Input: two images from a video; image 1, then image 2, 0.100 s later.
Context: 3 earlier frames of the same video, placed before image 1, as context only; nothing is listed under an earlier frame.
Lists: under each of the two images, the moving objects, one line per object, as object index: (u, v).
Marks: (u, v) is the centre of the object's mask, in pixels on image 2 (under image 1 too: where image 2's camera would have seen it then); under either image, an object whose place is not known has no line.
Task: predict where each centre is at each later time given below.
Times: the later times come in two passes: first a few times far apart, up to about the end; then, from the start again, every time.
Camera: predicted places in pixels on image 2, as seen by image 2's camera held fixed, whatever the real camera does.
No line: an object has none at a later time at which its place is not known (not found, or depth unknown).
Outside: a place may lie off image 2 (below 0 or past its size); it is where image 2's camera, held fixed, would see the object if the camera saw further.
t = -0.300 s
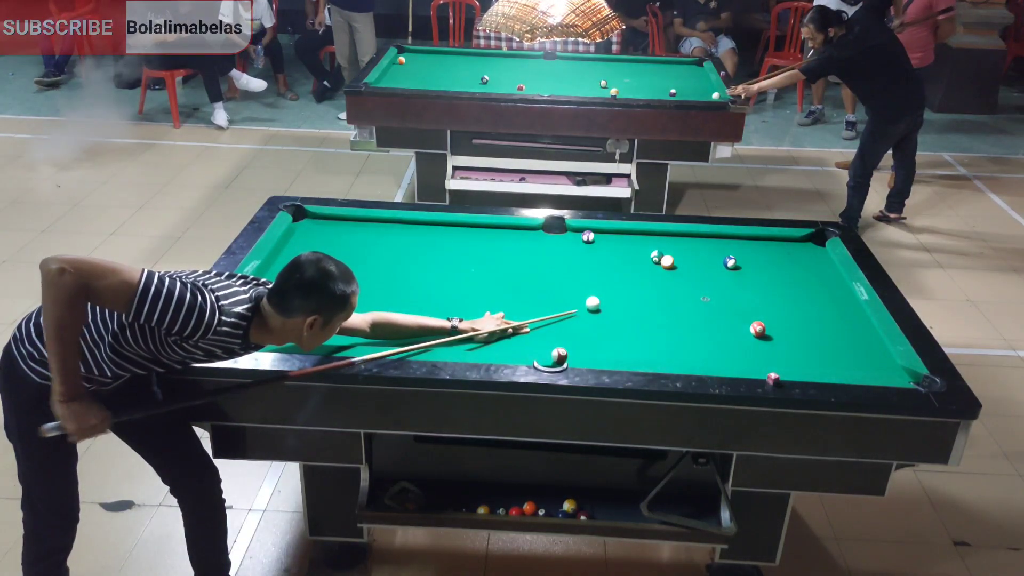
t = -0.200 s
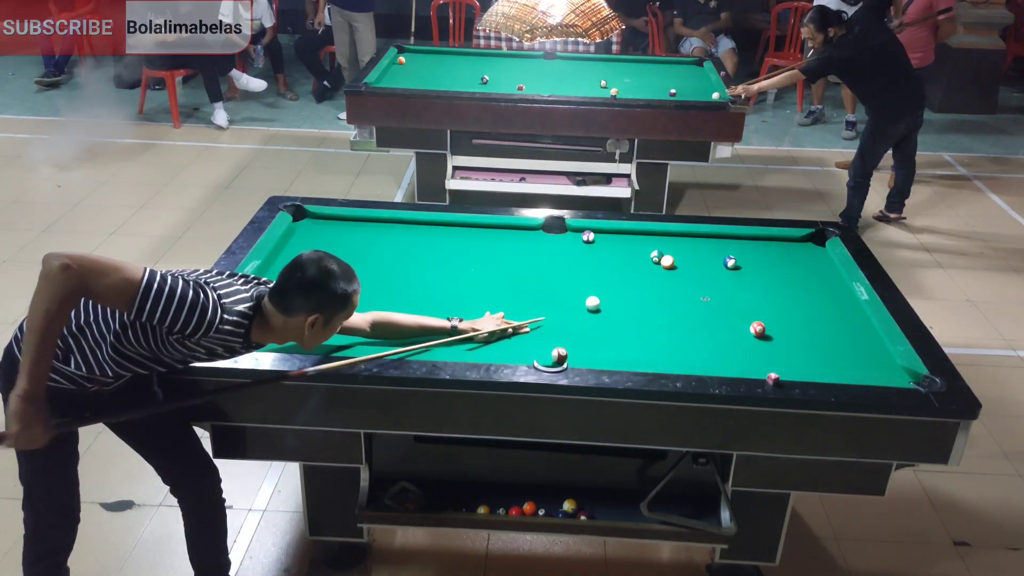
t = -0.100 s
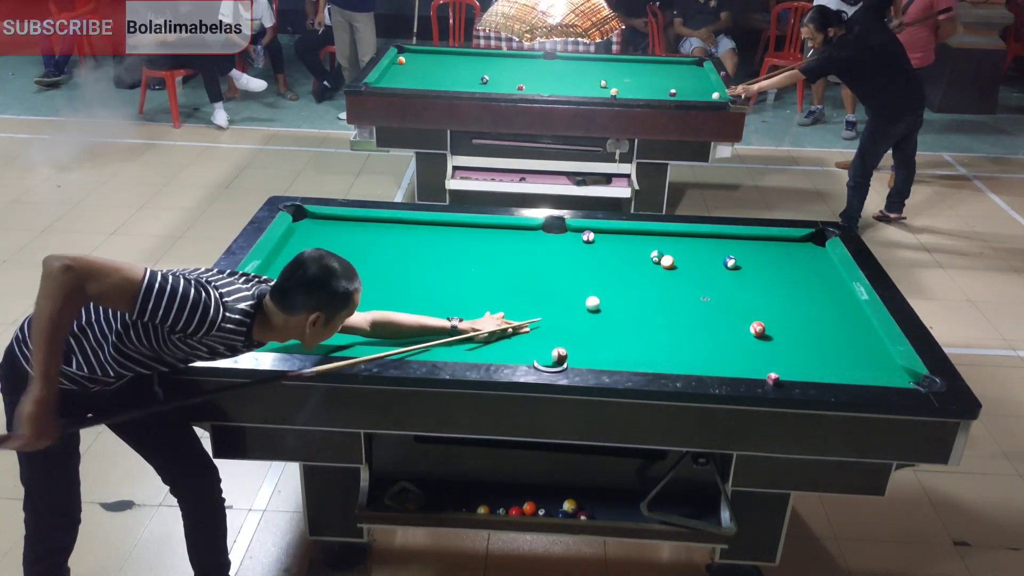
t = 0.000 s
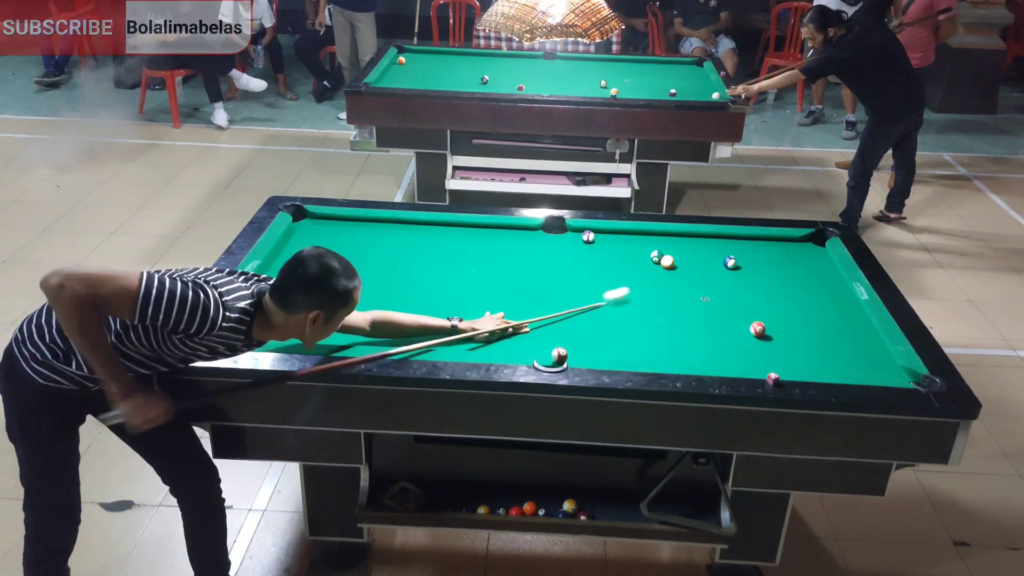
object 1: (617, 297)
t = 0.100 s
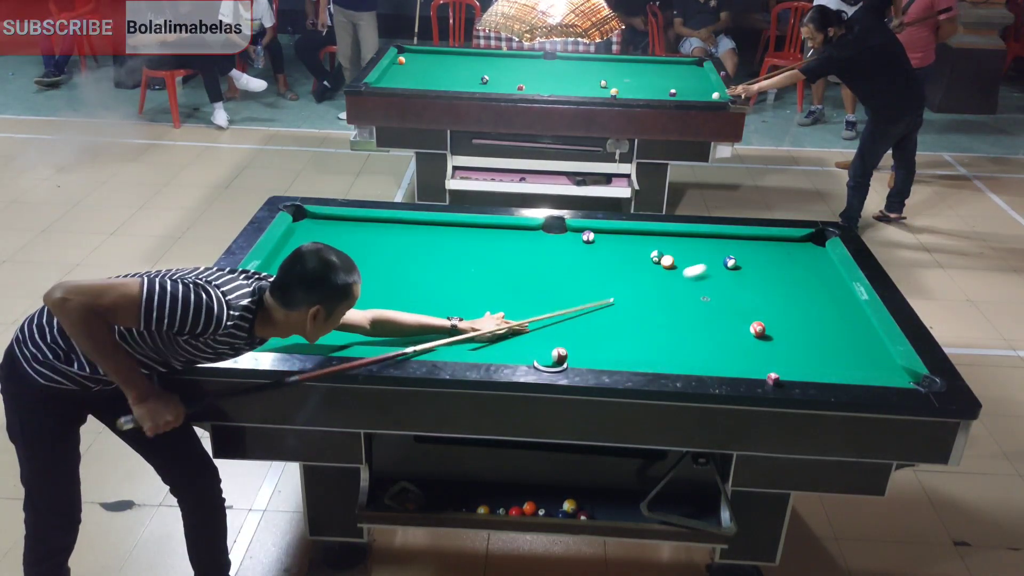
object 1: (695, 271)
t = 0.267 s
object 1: (711, 264)
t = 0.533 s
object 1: (681, 268)
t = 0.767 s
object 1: (655, 271)
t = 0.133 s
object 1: (716, 265)
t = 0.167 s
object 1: (718, 264)
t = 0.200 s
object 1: (716, 264)
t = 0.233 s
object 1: (714, 263)
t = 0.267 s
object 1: (711, 264)
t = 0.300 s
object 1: (708, 264)
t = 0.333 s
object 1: (704, 264)
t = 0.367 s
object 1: (700, 265)
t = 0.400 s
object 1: (696, 265)
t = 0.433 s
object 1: (692, 266)
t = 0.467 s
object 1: (688, 267)
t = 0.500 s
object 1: (684, 267)
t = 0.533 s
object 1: (681, 268)
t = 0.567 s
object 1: (677, 268)
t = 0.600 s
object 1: (673, 269)
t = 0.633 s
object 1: (669, 270)
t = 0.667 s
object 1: (665, 270)
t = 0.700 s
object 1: (662, 271)
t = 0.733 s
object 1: (658, 271)
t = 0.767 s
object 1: (655, 271)
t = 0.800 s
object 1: (651, 272)
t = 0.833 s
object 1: (648, 272)
